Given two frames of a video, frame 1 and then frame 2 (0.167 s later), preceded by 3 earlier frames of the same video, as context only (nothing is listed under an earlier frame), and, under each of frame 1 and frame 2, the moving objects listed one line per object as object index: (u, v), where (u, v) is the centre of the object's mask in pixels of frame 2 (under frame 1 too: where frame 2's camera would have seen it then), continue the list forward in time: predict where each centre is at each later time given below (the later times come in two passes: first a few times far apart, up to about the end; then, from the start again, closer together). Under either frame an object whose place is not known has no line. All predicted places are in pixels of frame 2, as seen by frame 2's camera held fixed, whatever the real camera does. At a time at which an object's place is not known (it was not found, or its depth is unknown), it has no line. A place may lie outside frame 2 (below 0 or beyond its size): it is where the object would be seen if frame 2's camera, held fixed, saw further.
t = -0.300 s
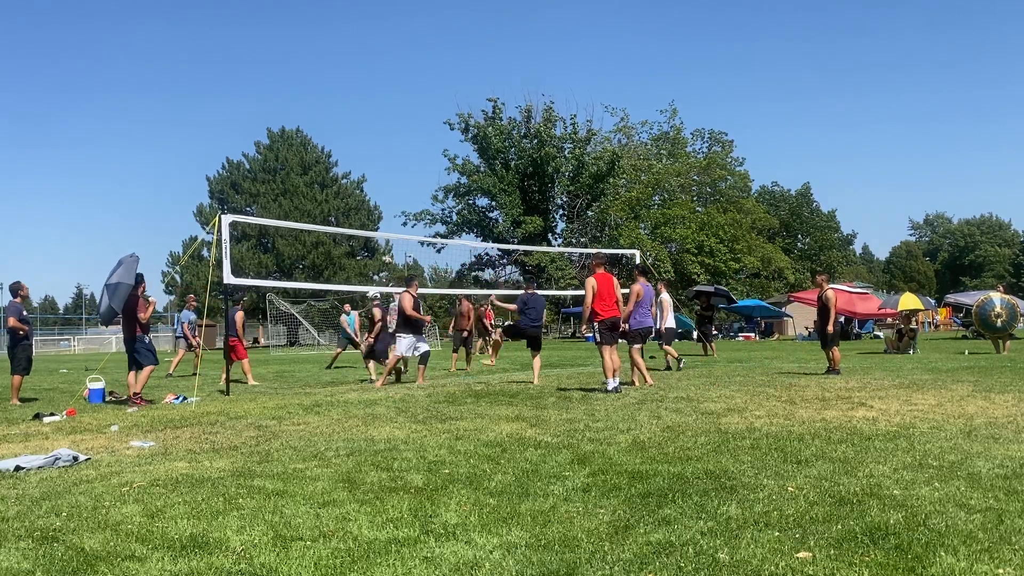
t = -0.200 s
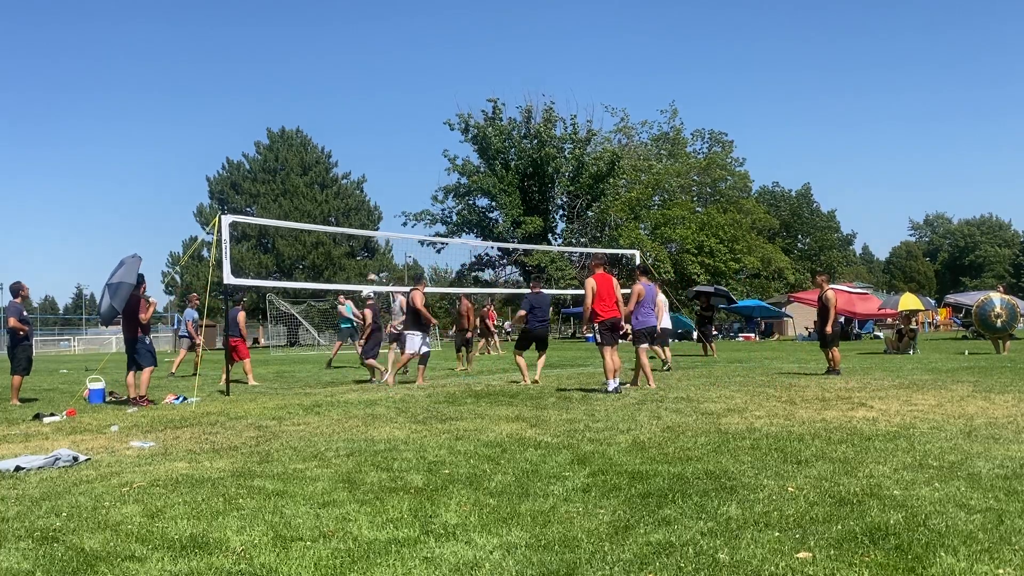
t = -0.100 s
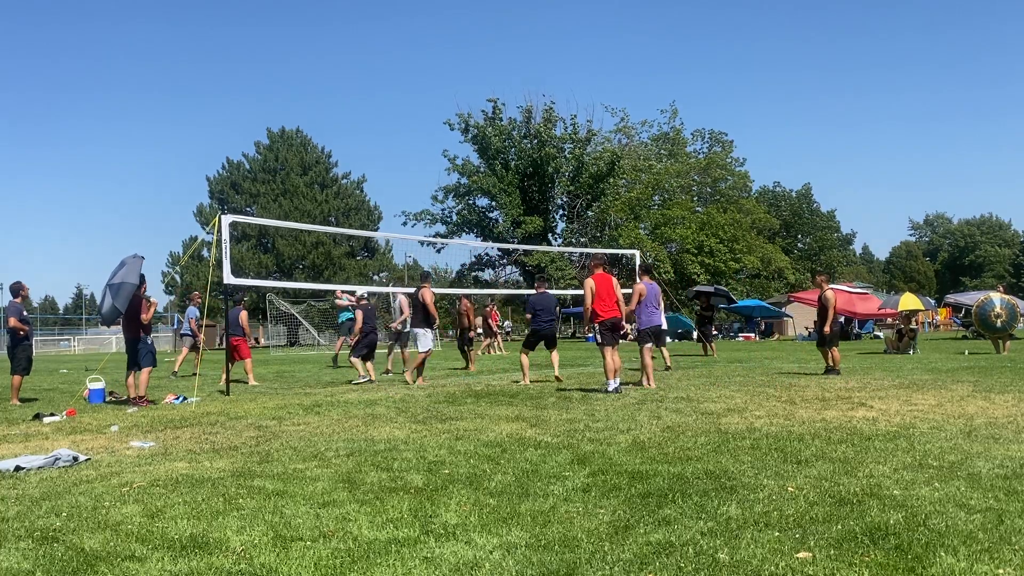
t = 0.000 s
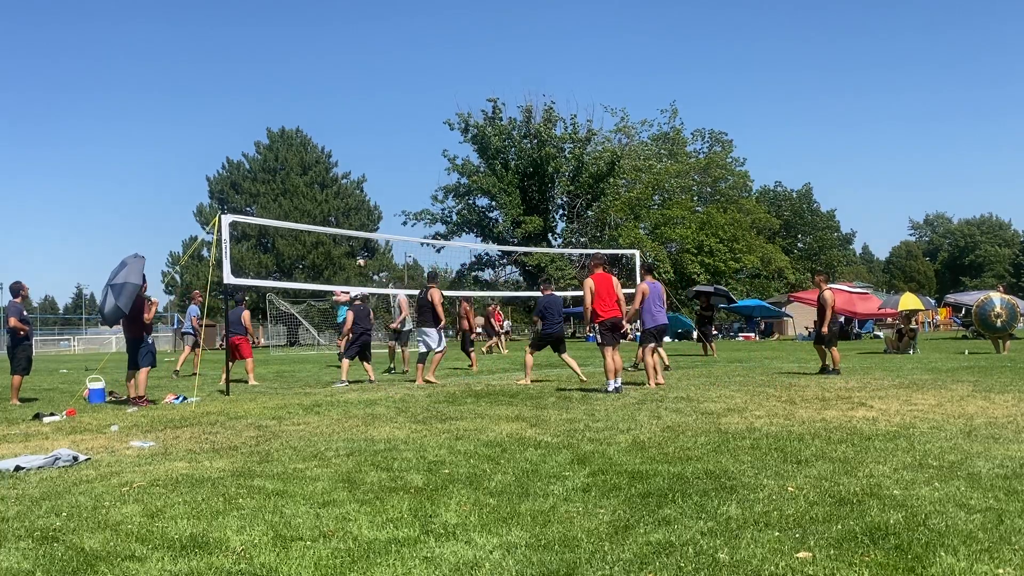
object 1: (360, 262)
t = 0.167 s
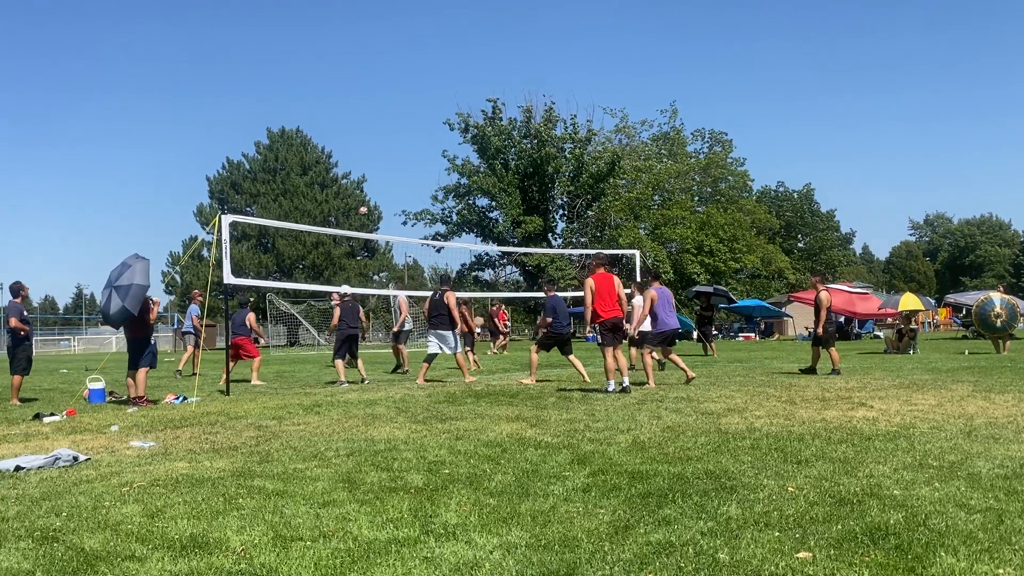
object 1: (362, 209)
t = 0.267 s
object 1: (364, 184)
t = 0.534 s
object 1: (365, 132)
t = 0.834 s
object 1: (372, 113)
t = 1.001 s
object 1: (374, 121)
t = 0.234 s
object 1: (362, 192)
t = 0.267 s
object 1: (364, 184)
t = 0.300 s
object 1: (364, 176)
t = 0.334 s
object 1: (363, 166)
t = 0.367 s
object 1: (363, 159)
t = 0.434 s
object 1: (362, 147)
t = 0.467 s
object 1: (365, 142)
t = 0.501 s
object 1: (365, 137)
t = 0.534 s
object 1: (365, 132)
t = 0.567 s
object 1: (367, 129)
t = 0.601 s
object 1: (368, 125)
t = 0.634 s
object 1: (367, 121)
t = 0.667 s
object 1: (369, 119)
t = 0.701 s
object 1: (370, 117)
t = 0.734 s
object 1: (370, 115)
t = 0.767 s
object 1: (371, 114)
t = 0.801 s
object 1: (371, 114)
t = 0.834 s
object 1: (372, 113)
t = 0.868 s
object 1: (372, 114)
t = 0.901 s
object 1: (373, 115)
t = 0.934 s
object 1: (374, 117)
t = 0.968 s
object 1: (374, 119)
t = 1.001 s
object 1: (374, 121)
